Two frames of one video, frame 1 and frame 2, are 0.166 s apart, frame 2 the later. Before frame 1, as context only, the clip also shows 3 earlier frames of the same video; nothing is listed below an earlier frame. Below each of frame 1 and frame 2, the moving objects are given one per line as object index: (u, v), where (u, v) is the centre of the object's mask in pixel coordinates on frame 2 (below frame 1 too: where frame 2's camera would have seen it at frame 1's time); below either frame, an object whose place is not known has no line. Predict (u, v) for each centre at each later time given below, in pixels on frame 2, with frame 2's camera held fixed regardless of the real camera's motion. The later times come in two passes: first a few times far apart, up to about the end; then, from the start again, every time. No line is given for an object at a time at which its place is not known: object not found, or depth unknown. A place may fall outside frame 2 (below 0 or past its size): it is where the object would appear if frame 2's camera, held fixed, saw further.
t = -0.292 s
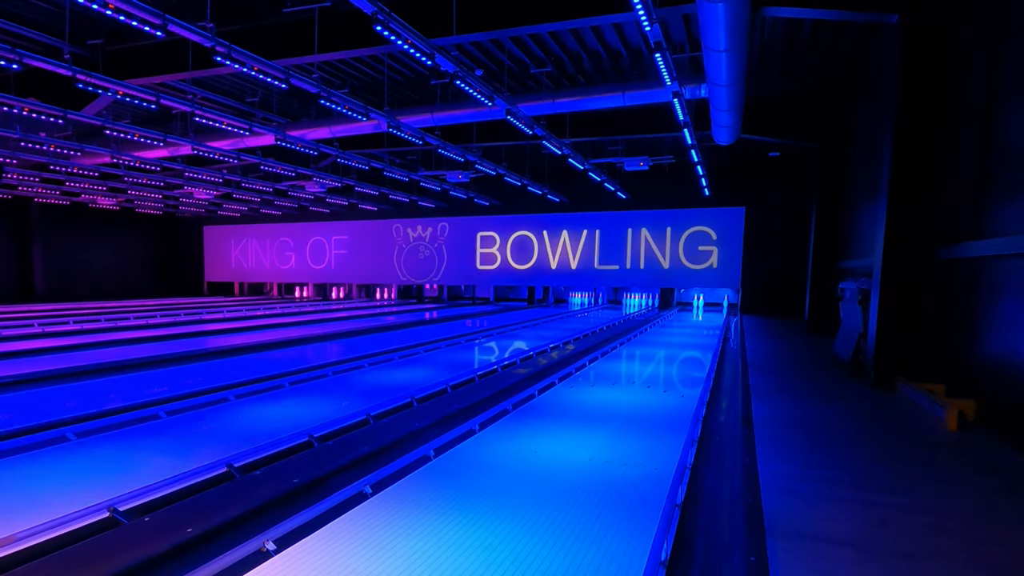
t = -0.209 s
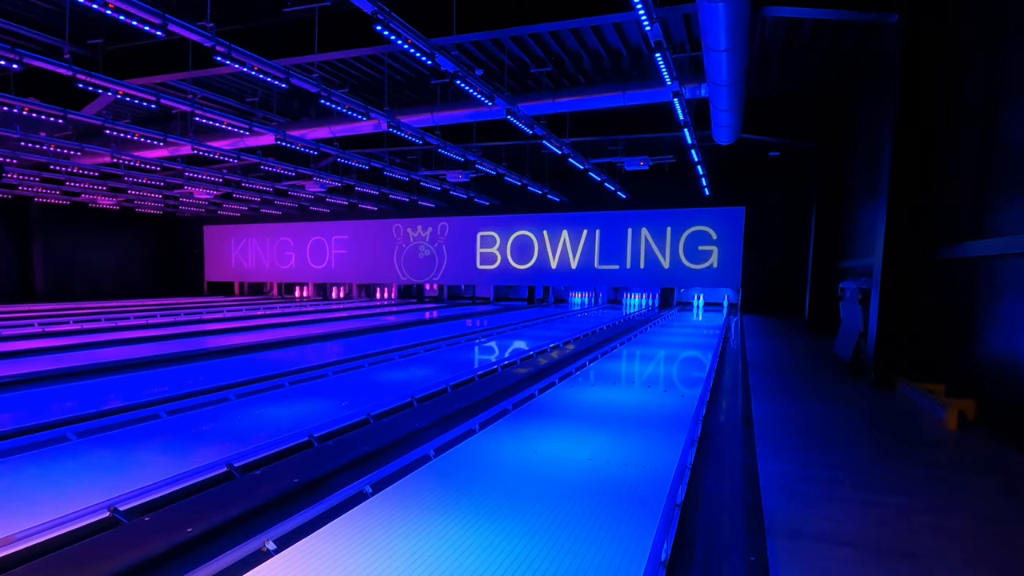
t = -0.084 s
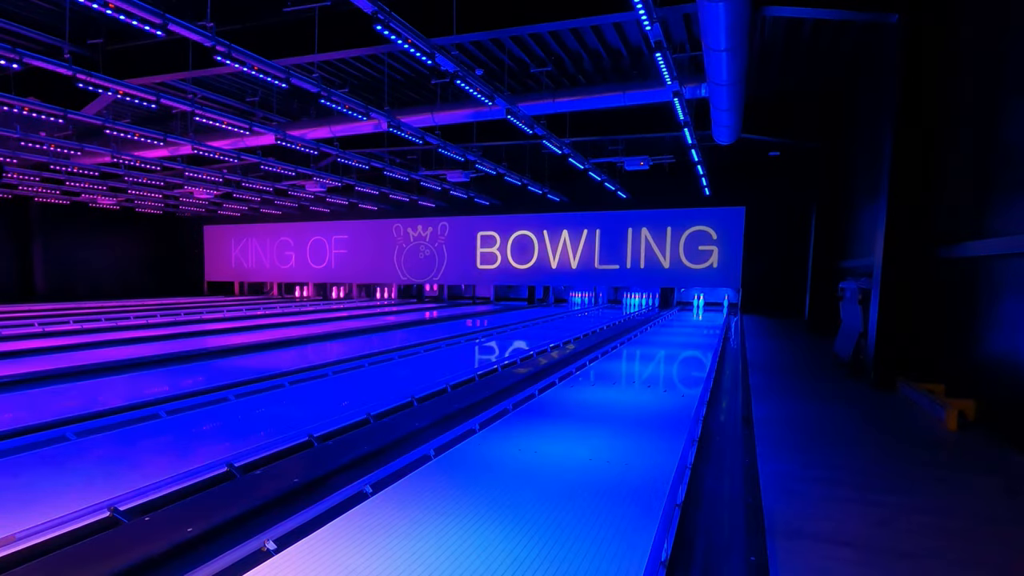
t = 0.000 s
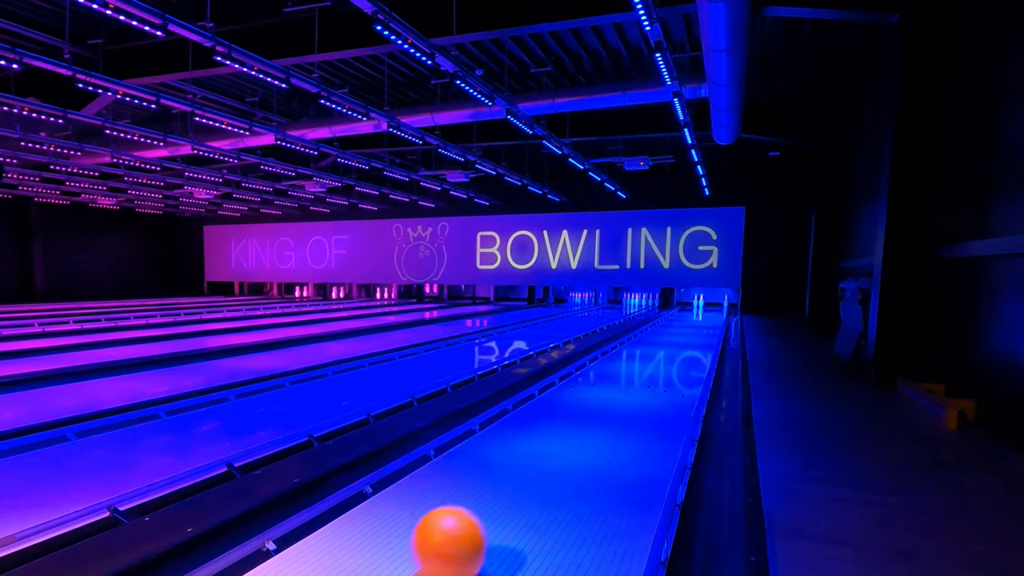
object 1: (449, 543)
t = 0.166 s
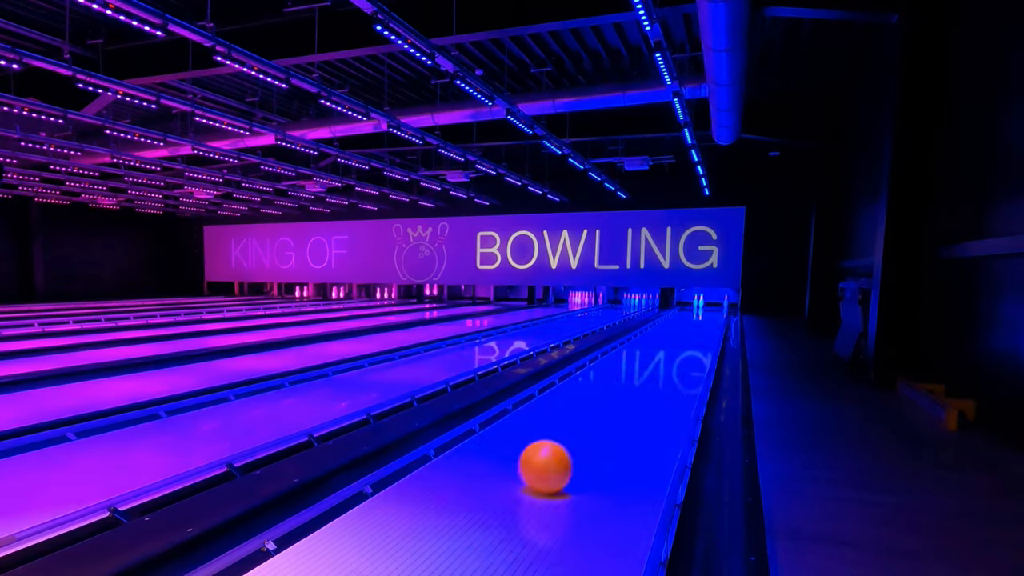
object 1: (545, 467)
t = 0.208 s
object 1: (561, 454)
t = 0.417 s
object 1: (615, 411)
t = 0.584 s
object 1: (641, 389)
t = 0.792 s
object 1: (664, 371)
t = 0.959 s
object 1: (678, 361)
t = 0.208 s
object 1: (561, 454)
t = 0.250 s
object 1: (574, 443)
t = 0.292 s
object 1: (586, 434)
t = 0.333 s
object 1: (597, 425)
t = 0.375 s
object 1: (606, 417)
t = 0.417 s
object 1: (615, 411)
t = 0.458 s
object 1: (622, 404)
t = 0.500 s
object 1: (630, 399)
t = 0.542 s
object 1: (636, 394)
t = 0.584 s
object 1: (641, 389)
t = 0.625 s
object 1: (647, 385)
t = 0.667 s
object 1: (652, 381)
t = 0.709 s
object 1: (656, 377)
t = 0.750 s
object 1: (660, 374)
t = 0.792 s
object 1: (664, 371)
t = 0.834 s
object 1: (668, 368)
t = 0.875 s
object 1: (672, 366)
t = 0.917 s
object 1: (675, 363)
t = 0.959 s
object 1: (678, 361)
